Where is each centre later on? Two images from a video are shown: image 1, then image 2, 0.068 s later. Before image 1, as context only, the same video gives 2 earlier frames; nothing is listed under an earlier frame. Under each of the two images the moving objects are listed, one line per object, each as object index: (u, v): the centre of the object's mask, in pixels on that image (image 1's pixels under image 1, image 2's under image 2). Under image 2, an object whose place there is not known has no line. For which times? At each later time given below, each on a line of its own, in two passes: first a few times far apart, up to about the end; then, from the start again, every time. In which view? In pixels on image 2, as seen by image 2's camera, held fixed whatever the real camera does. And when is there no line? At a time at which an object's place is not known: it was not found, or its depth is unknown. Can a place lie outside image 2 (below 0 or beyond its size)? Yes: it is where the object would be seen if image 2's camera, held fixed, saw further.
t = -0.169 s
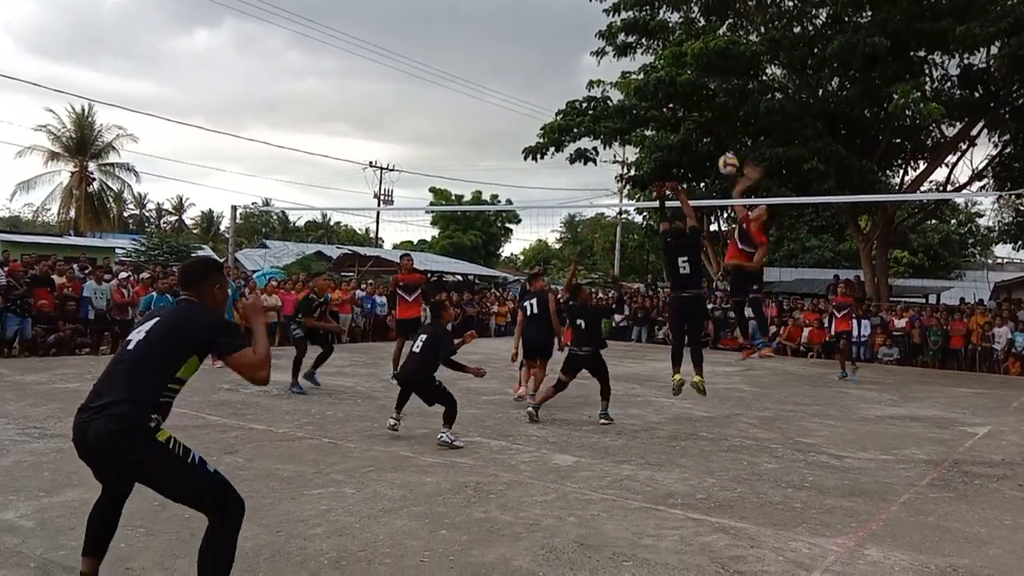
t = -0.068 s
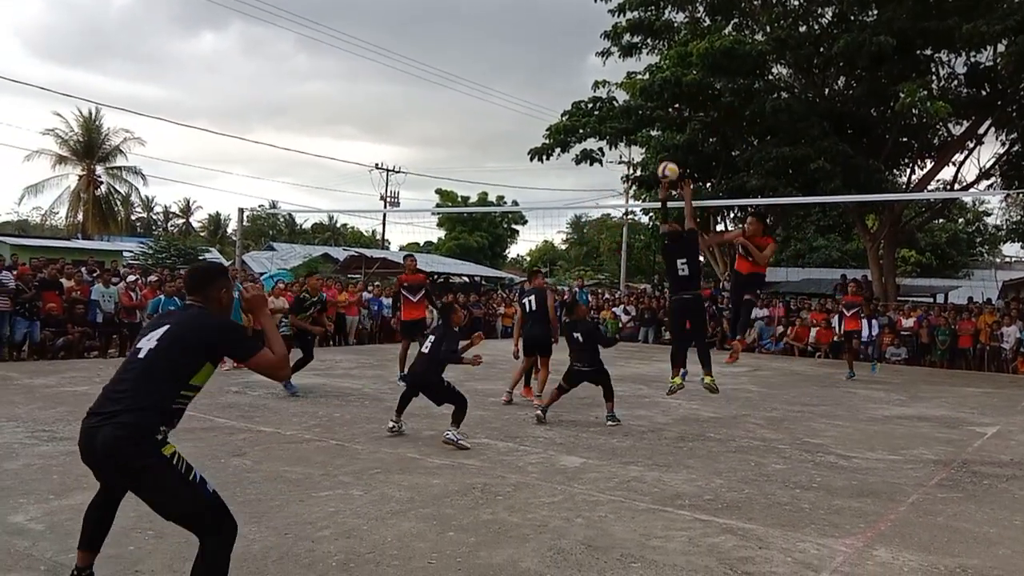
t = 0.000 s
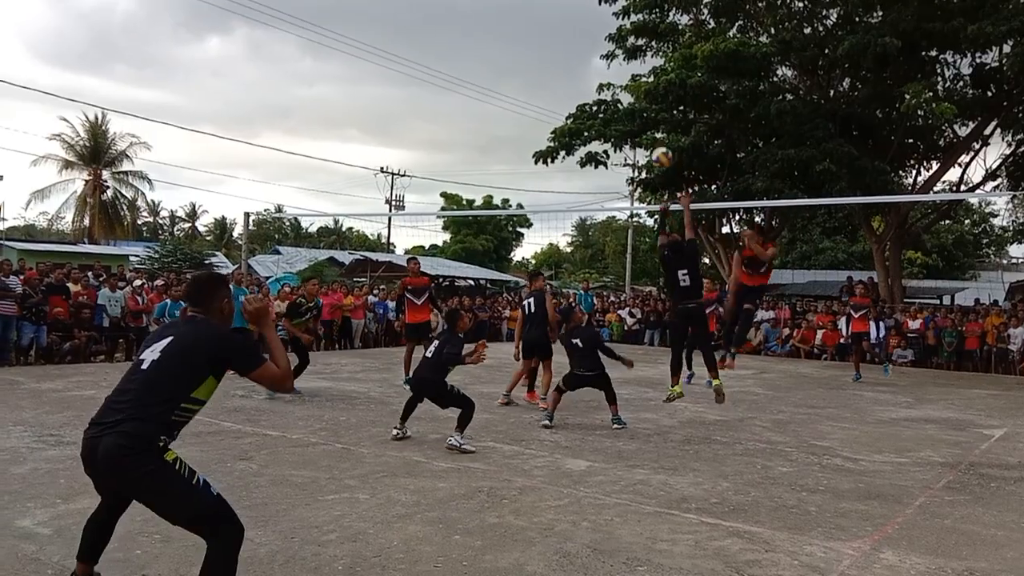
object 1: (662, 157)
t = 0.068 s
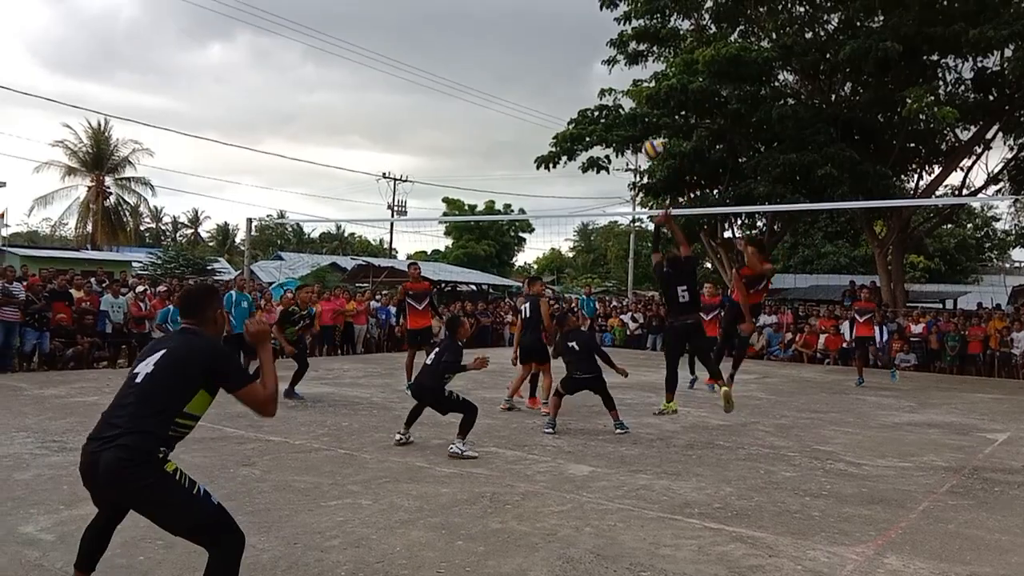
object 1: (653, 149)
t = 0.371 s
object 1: (603, 146)
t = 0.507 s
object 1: (582, 171)
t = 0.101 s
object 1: (647, 145)
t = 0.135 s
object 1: (641, 142)
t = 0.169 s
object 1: (636, 139)
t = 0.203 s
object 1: (630, 138)
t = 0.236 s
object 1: (624, 137)
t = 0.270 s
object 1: (619, 138)
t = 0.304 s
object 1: (613, 140)
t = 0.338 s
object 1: (608, 141)
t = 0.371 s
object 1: (603, 146)
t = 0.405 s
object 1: (598, 150)
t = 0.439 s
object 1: (592, 157)
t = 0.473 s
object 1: (587, 165)
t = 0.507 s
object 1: (582, 171)
